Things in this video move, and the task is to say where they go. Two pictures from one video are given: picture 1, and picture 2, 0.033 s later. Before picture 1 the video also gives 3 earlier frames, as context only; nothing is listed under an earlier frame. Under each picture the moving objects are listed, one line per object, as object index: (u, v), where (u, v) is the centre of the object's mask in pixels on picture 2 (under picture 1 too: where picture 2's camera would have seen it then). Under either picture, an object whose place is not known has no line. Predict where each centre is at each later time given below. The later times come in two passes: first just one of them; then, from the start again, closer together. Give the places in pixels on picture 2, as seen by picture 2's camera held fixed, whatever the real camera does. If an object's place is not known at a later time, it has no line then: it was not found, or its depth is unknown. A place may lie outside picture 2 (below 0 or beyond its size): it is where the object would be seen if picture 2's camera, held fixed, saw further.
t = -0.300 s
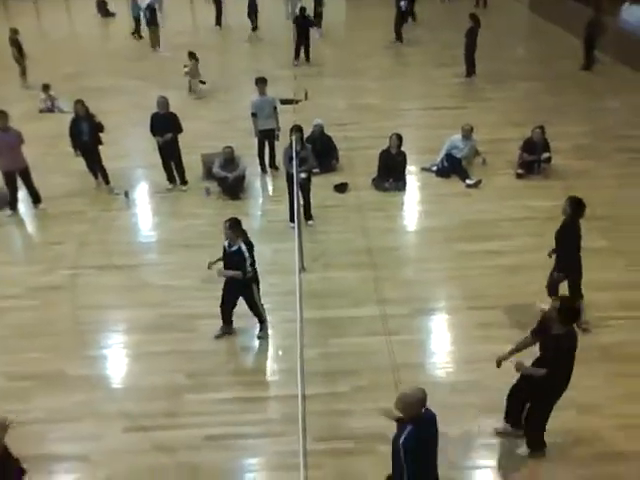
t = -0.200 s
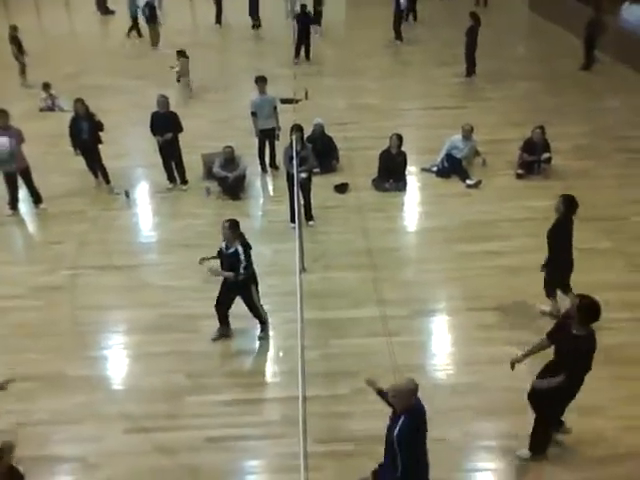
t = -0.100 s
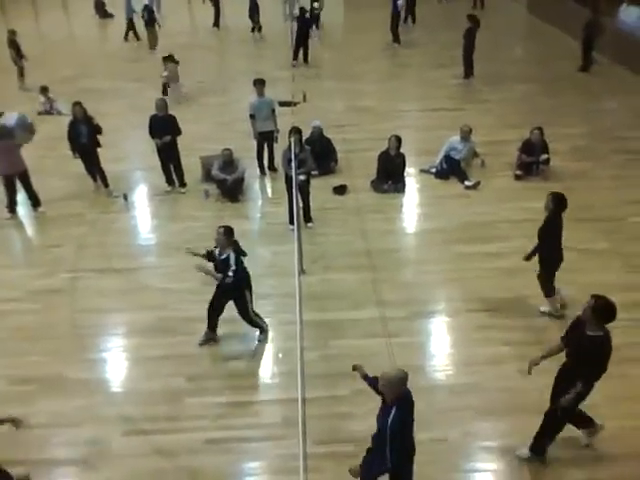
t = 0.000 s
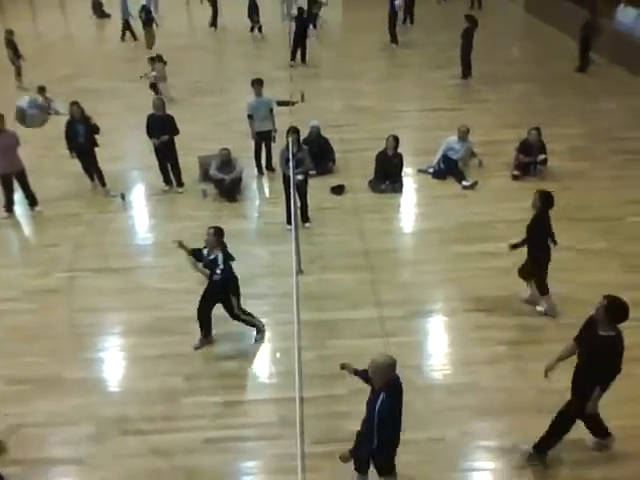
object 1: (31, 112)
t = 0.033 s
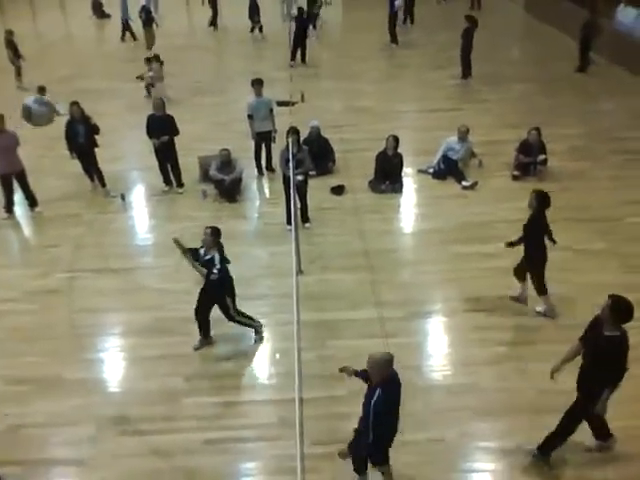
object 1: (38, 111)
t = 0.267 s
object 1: (86, 131)
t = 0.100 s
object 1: (52, 111)
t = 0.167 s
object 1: (67, 116)
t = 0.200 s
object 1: (72, 118)
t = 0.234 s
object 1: (78, 126)
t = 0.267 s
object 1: (86, 131)
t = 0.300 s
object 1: (92, 138)
